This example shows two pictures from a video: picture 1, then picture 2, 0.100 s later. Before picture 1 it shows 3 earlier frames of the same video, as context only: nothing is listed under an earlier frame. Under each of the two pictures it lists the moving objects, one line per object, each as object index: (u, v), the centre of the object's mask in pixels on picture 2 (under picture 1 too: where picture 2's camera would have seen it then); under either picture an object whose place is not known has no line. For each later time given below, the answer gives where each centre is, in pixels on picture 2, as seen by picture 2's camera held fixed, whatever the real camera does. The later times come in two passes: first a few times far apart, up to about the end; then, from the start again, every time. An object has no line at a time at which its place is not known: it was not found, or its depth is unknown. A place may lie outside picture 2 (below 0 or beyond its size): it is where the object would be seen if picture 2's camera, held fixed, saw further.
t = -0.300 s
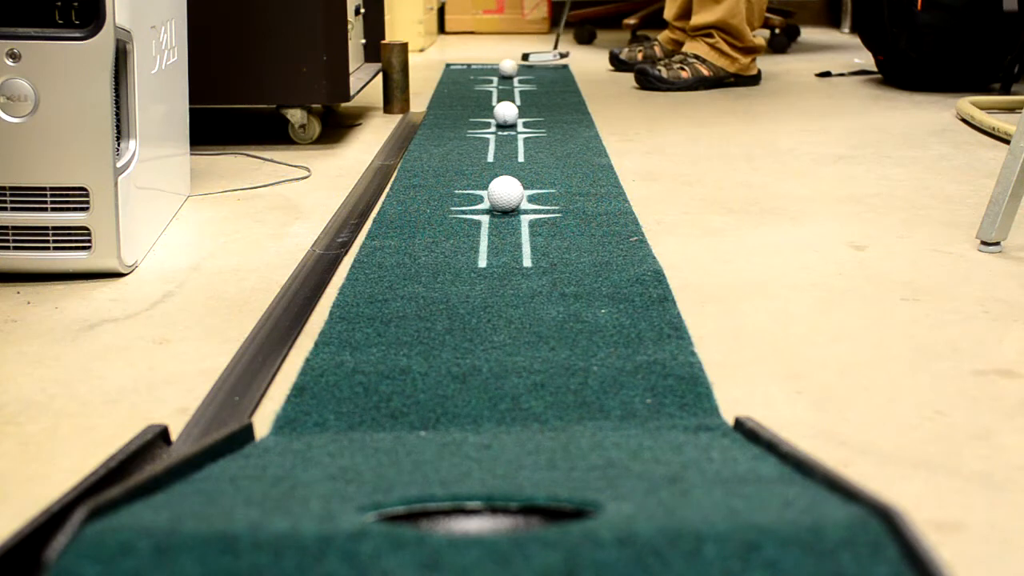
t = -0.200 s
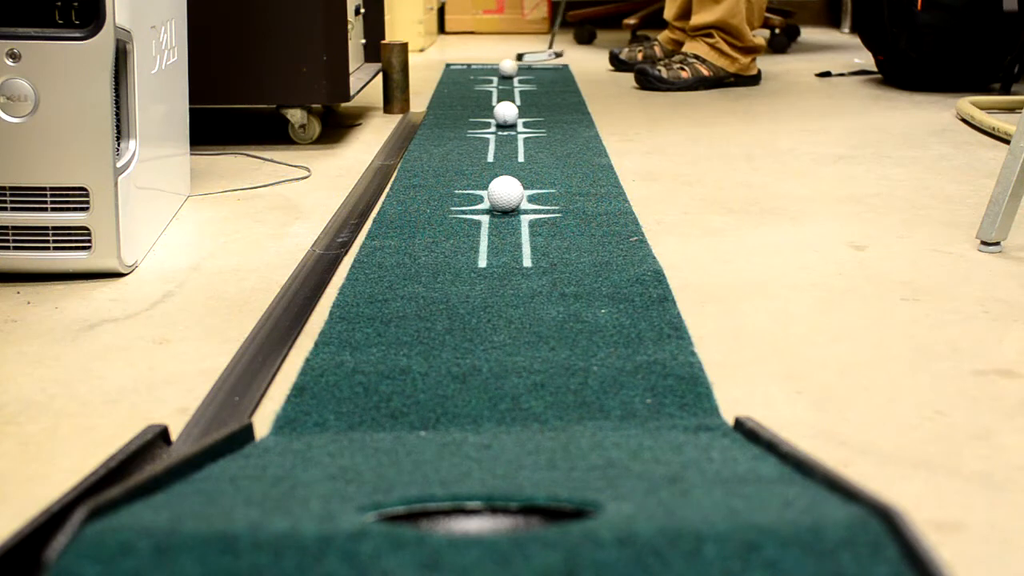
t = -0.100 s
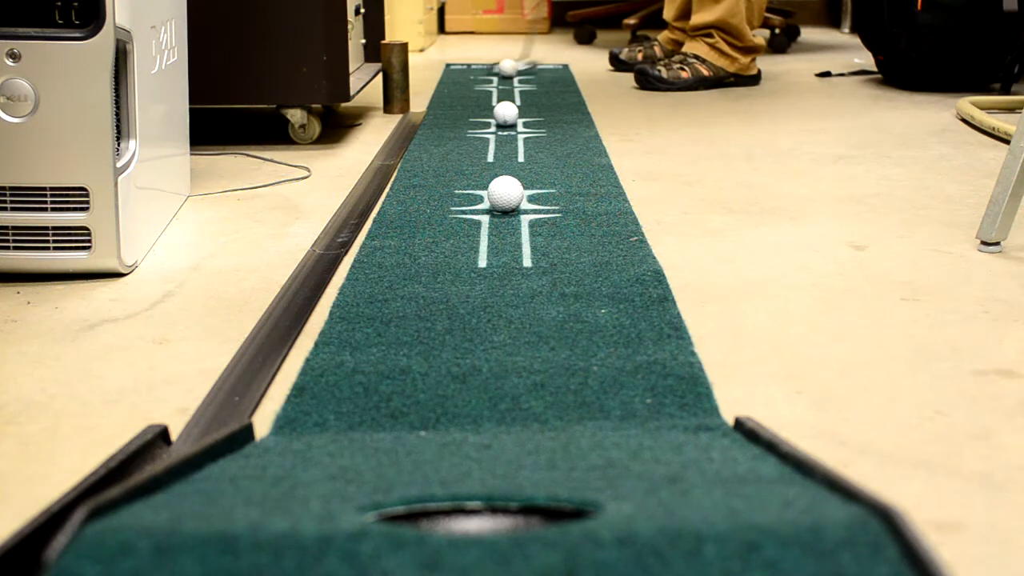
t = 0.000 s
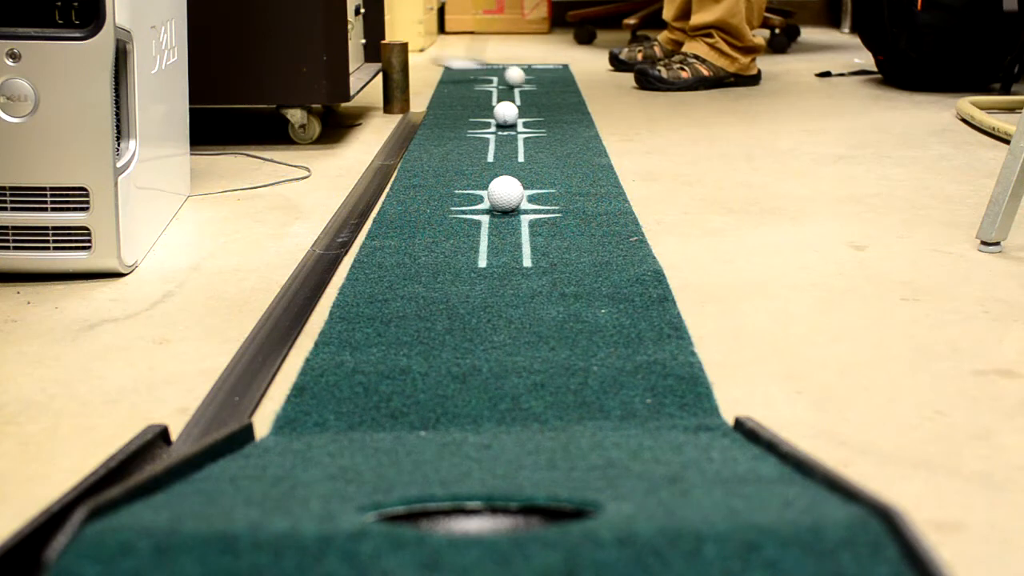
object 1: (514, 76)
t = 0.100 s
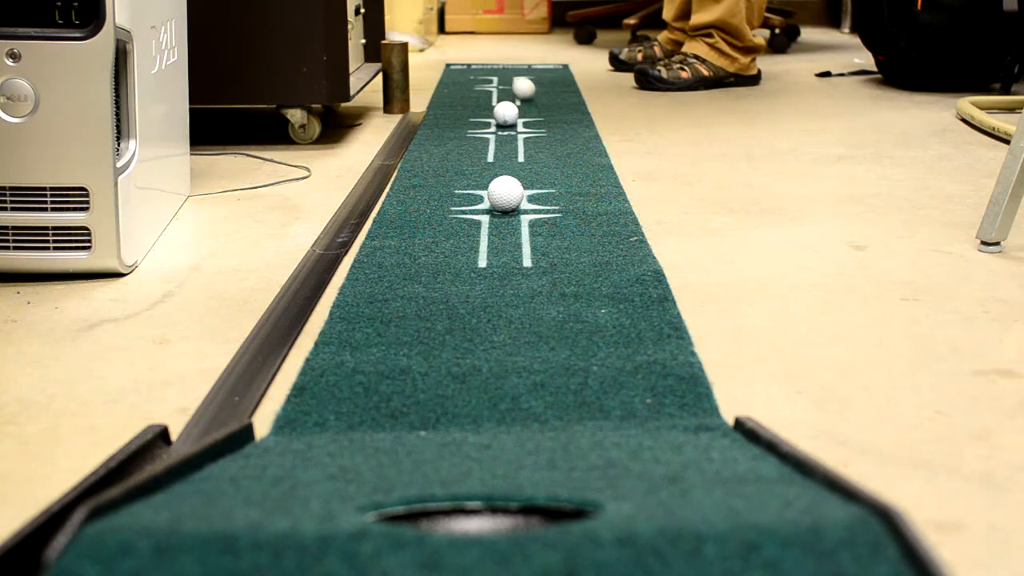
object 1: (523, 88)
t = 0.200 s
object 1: (532, 100)
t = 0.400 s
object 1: (550, 129)
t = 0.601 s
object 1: (571, 165)
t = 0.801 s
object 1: (595, 211)
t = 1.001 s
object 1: (614, 276)
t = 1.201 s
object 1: (616, 374)
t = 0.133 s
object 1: (526, 92)
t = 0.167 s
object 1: (529, 97)
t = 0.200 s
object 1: (532, 100)
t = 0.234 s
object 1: (535, 104)
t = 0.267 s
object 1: (538, 109)
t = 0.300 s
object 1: (540, 114)
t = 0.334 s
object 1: (544, 118)
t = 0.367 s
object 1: (547, 123)
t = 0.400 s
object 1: (550, 129)
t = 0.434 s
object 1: (553, 134)
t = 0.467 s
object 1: (557, 140)
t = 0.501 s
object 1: (560, 145)
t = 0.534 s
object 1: (564, 152)
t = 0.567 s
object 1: (568, 158)
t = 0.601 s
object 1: (571, 165)
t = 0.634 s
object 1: (575, 172)
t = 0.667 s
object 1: (579, 179)
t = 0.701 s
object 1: (582, 187)
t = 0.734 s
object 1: (587, 194)
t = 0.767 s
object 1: (591, 203)
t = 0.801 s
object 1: (595, 211)
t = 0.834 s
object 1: (598, 220)
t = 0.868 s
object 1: (603, 229)
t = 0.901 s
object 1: (606, 240)
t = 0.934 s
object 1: (610, 251)
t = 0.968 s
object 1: (612, 263)
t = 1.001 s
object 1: (614, 276)
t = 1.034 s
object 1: (616, 289)
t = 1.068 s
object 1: (617, 305)
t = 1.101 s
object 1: (617, 321)
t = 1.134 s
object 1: (618, 336)
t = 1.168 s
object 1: (617, 354)
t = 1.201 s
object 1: (616, 374)
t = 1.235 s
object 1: (615, 392)
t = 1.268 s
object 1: (613, 401)
